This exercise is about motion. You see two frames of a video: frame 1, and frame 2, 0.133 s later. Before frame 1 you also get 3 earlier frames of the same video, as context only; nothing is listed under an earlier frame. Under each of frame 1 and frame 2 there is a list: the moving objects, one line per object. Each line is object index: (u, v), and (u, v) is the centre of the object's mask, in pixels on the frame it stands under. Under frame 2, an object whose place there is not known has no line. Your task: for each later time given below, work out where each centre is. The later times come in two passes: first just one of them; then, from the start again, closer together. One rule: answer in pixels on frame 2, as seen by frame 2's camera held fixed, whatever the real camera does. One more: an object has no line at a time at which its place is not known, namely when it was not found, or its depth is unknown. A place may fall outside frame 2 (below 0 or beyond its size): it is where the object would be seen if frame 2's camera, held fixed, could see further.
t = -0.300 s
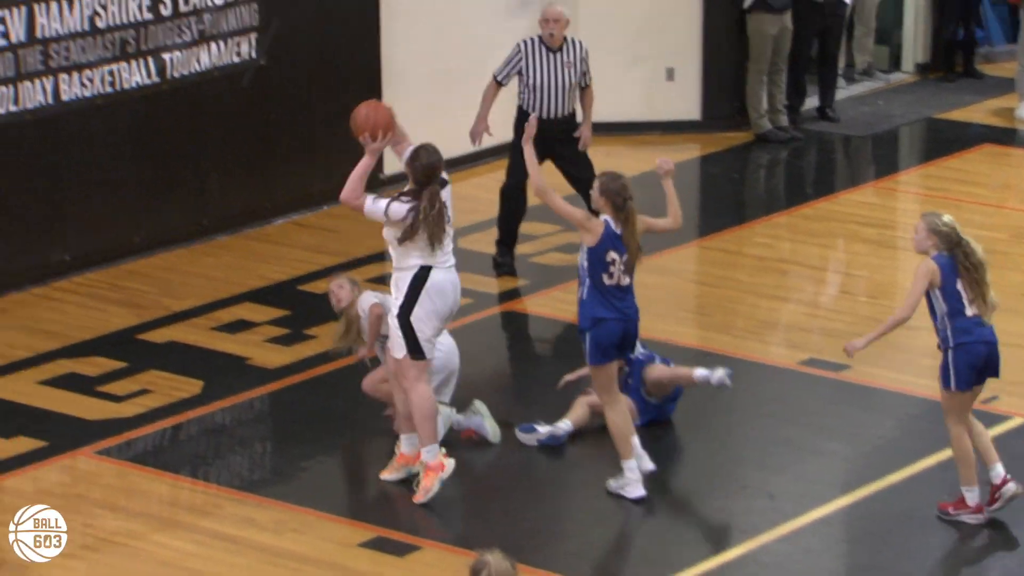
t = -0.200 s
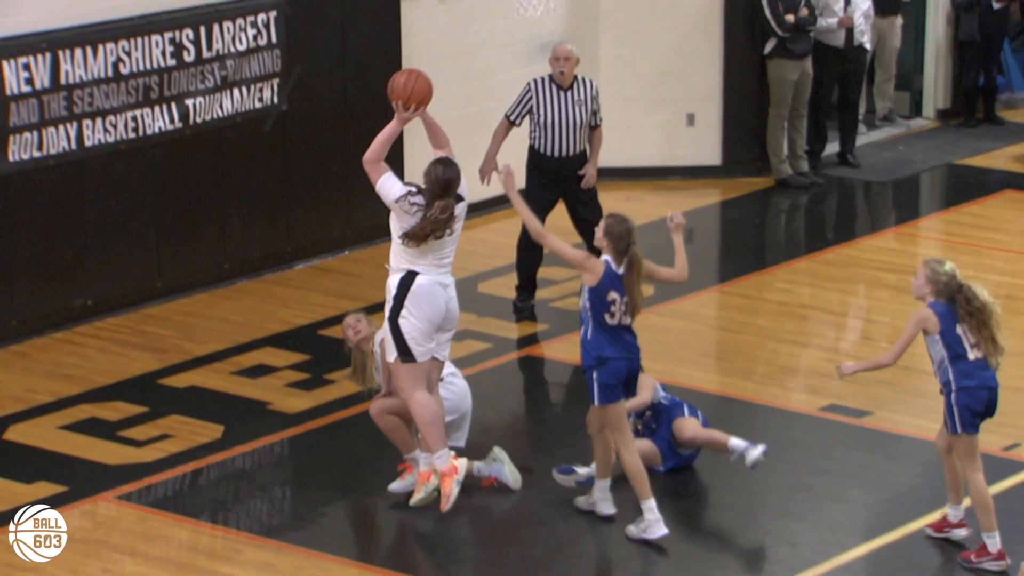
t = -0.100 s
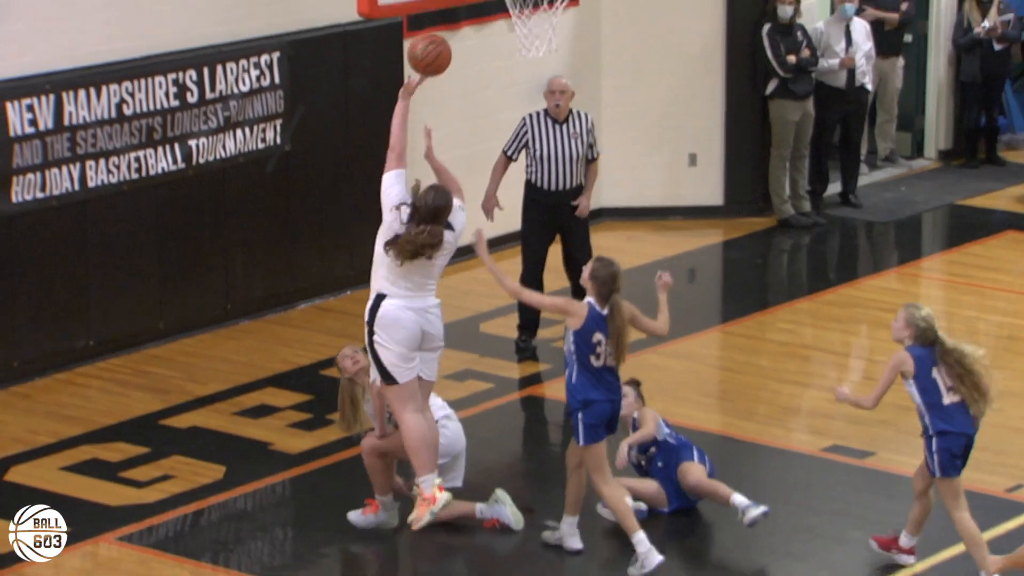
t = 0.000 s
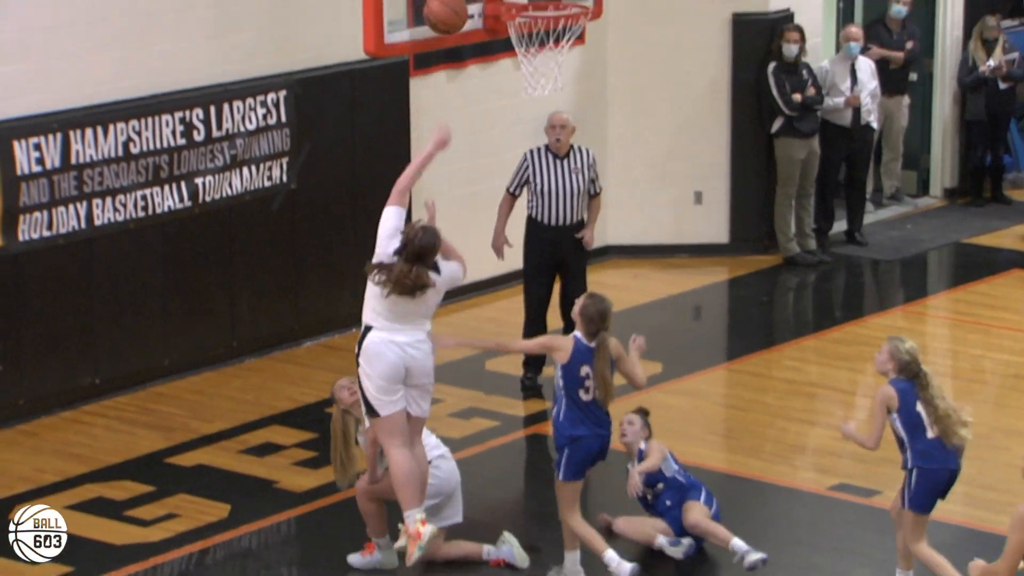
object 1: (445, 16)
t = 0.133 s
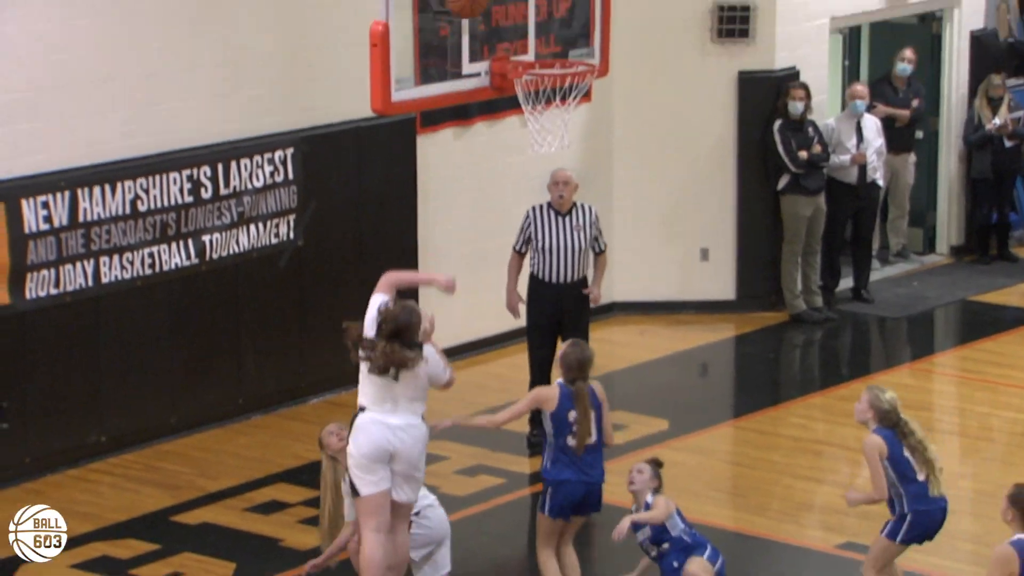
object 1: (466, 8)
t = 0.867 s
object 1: (574, 196)
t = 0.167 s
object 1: (471, -4)
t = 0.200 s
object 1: (481, -11)
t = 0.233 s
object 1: (491, -14)
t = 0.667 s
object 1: (582, 130)
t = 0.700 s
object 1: (581, 133)
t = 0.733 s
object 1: (580, 139)
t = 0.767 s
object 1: (579, 150)
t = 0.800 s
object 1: (577, 164)
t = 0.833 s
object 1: (576, 179)
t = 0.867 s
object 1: (574, 196)
